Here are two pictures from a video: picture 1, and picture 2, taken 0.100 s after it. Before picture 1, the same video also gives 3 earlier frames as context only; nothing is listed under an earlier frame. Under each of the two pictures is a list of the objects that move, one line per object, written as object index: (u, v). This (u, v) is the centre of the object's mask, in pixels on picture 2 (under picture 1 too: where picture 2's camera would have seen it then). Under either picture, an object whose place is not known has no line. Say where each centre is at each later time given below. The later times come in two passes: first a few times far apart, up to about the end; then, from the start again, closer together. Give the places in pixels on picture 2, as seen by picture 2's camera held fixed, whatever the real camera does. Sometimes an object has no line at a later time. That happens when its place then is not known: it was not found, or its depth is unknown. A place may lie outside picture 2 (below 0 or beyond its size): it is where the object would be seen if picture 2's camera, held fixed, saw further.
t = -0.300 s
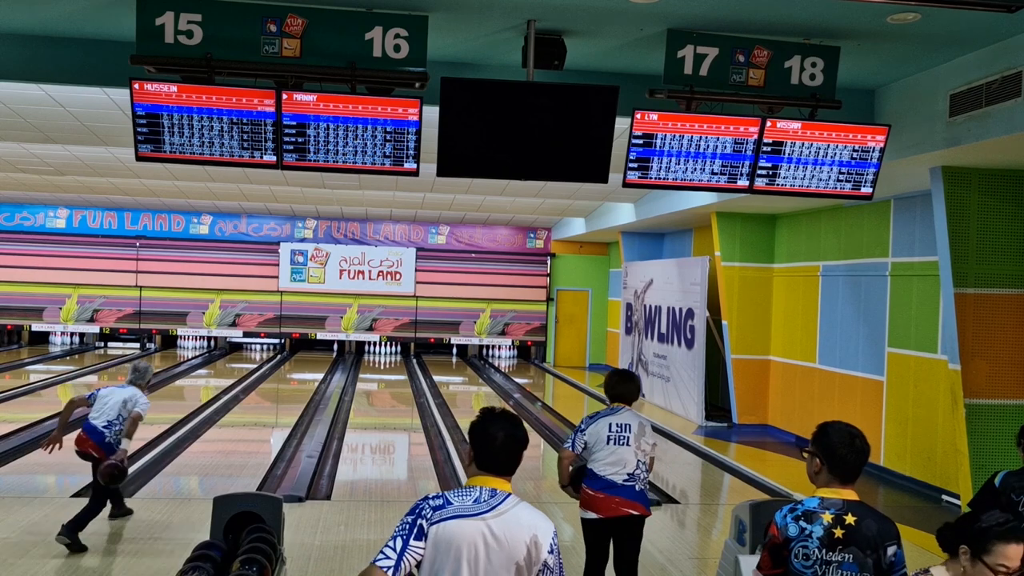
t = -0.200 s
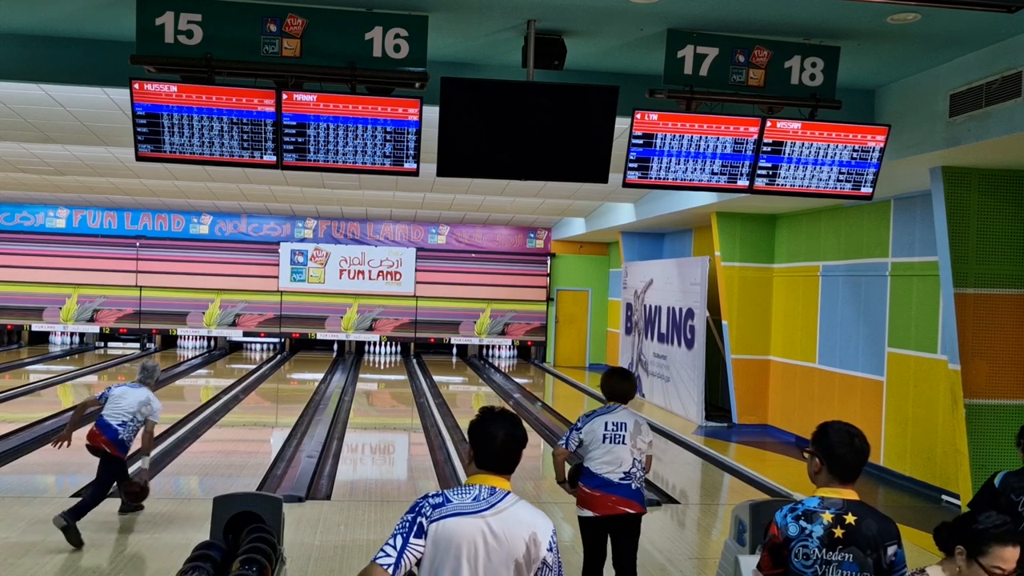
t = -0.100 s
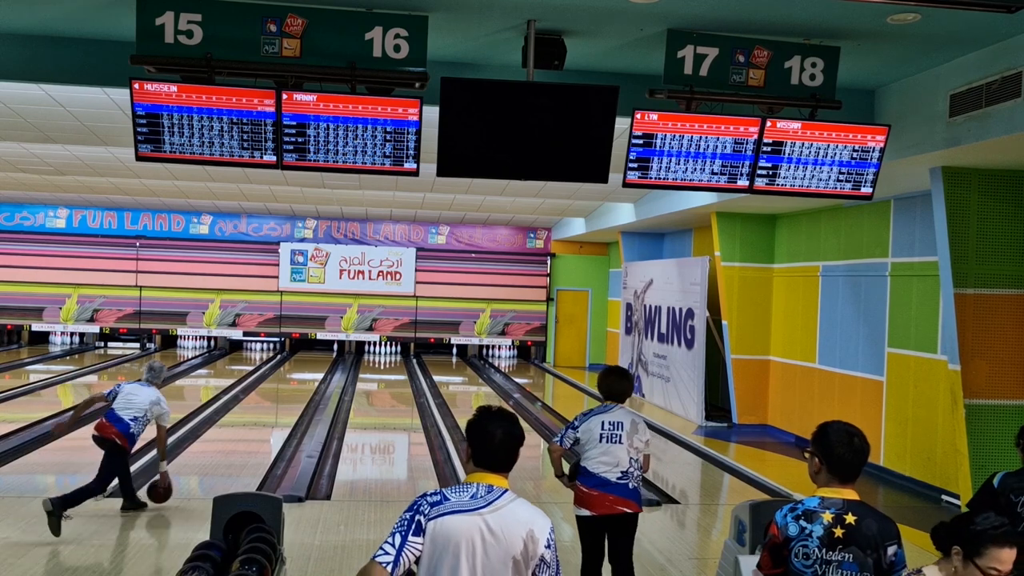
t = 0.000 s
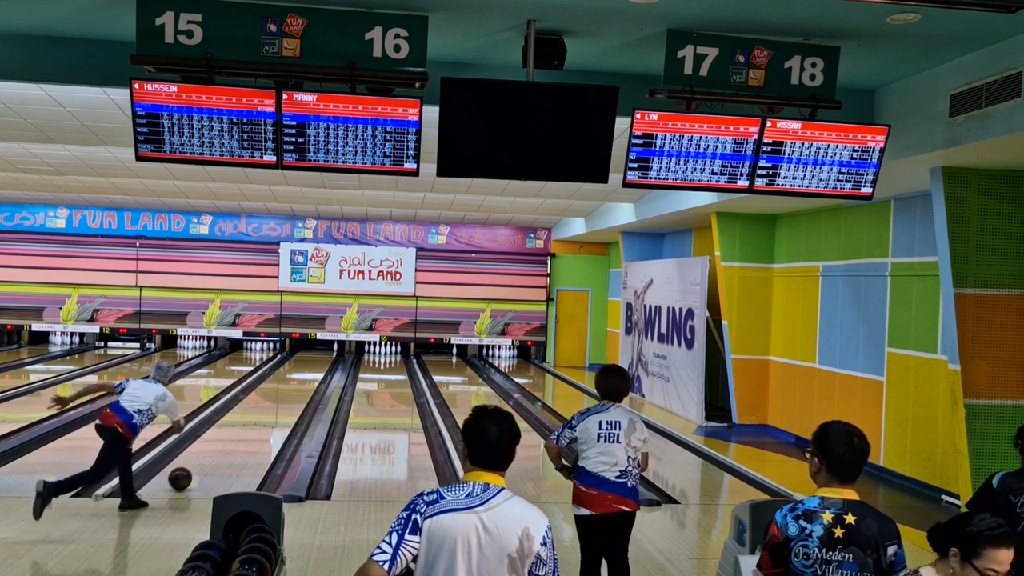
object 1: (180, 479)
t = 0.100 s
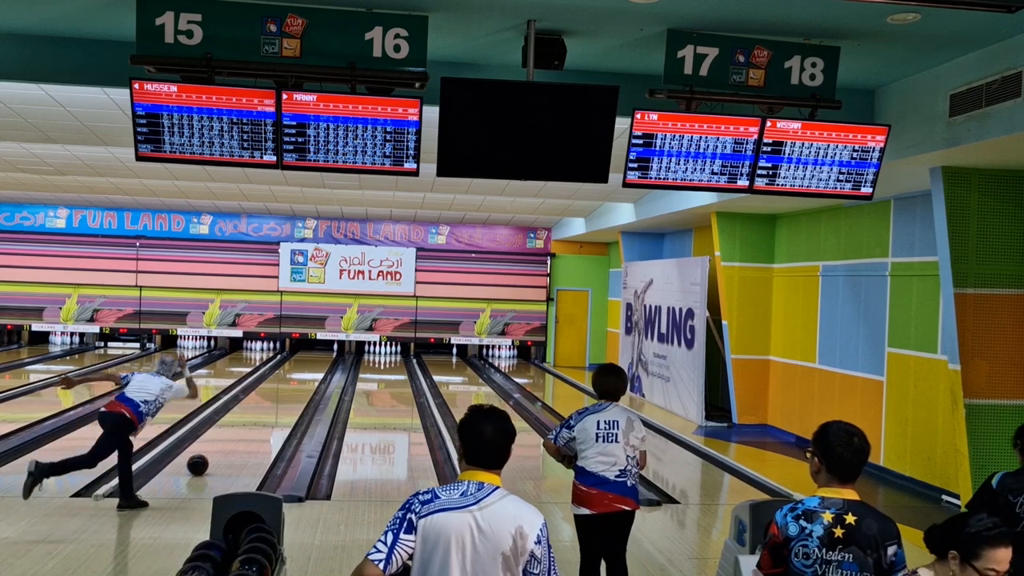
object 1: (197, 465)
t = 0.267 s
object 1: (222, 445)
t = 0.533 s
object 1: (251, 421)
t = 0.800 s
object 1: (272, 403)
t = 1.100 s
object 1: (290, 388)
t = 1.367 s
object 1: (303, 378)
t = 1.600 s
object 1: (311, 370)
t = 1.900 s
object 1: (320, 362)
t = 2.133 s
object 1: (325, 357)
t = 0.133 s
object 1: (203, 460)
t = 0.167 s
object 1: (208, 456)
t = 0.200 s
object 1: (213, 452)
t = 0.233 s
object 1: (217, 449)
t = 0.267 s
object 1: (222, 445)
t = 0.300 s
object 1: (226, 441)
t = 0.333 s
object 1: (230, 438)
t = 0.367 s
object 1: (234, 435)
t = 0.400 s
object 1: (237, 432)
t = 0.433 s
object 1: (241, 429)
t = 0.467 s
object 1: (244, 426)
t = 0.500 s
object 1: (248, 424)
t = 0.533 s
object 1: (251, 421)
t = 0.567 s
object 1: (254, 418)
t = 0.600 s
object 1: (257, 416)
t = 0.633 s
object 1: (260, 414)
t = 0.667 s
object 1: (263, 411)
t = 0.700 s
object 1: (265, 410)
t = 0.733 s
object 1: (268, 407)
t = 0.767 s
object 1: (270, 405)
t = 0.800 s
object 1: (272, 403)
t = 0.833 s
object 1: (274, 401)
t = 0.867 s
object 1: (277, 400)
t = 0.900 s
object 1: (279, 398)
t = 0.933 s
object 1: (281, 396)
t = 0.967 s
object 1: (283, 394)
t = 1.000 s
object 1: (285, 393)
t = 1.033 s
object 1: (287, 391)
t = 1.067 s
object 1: (289, 390)
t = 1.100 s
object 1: (290, 388)
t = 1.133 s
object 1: (292, 387)
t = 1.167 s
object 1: (294, 386)
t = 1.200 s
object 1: (295, 384)
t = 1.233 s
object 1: (297, 383)
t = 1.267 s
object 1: (298, 382)
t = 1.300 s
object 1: (300, 380)
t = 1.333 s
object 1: (301, 379)
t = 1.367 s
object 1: (303, 378)
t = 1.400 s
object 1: (304, 377)
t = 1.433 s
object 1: (305, 375)
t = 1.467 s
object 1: (307, 374)
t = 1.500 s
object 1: (308, 373)
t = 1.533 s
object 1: (309, 372)
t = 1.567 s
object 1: (310, 371)
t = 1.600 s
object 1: (311, 370)
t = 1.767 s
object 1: (316, 366)
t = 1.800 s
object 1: (317, 365)
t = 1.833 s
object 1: (318, 364)
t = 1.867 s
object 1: (319, 363)
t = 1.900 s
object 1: (320, 362)
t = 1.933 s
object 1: (321, 361)
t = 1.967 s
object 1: (322, 361)
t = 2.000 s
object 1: (323, 360)
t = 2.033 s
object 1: (323, 359)
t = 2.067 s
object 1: (324, 359)
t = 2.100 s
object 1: (325, 358)
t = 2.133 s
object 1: (325, 357)
